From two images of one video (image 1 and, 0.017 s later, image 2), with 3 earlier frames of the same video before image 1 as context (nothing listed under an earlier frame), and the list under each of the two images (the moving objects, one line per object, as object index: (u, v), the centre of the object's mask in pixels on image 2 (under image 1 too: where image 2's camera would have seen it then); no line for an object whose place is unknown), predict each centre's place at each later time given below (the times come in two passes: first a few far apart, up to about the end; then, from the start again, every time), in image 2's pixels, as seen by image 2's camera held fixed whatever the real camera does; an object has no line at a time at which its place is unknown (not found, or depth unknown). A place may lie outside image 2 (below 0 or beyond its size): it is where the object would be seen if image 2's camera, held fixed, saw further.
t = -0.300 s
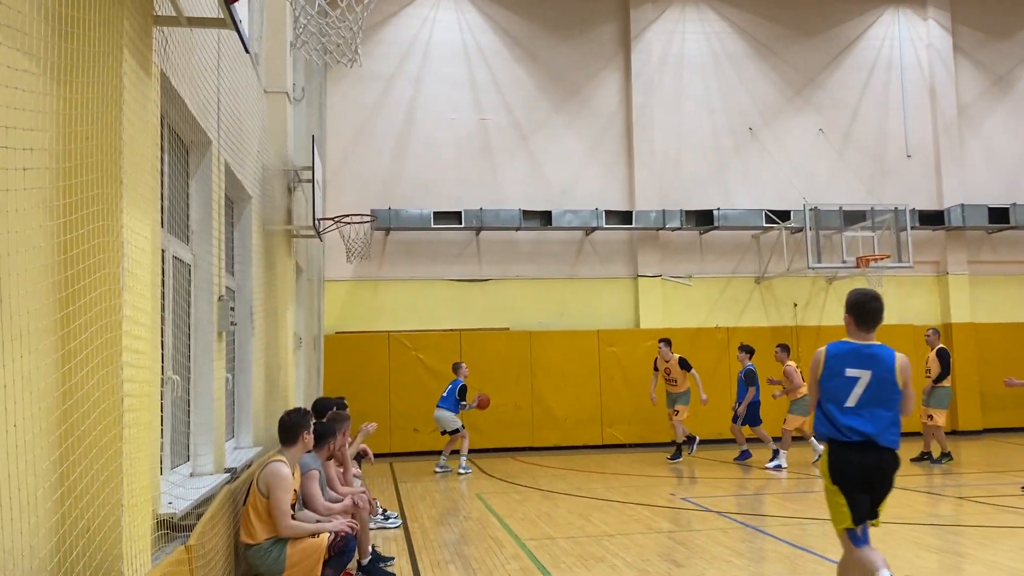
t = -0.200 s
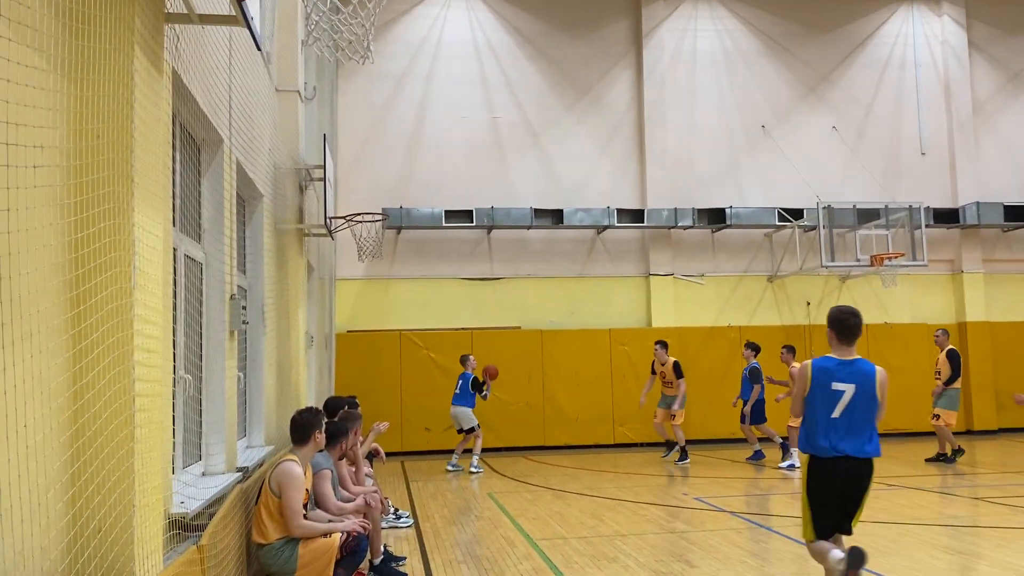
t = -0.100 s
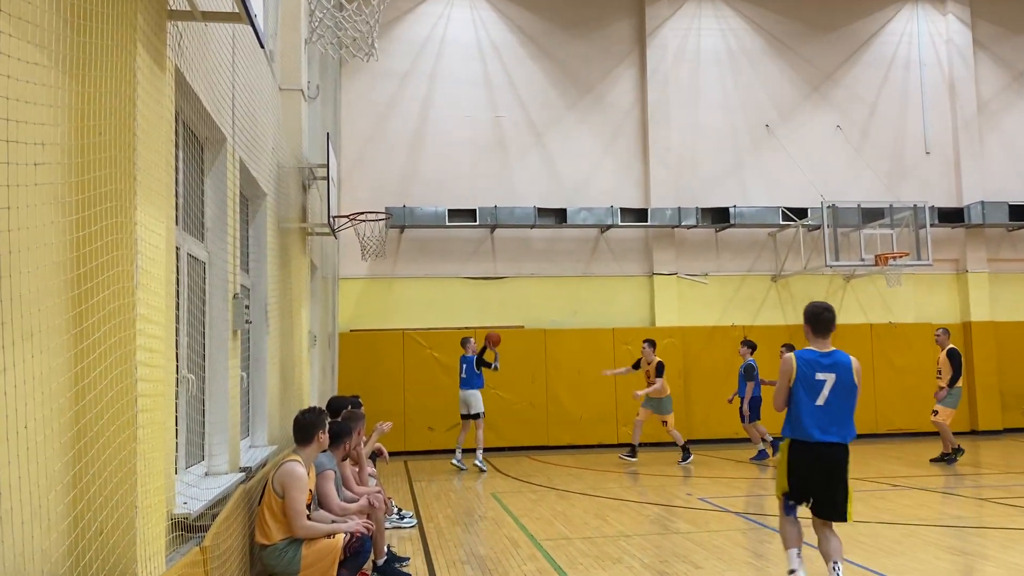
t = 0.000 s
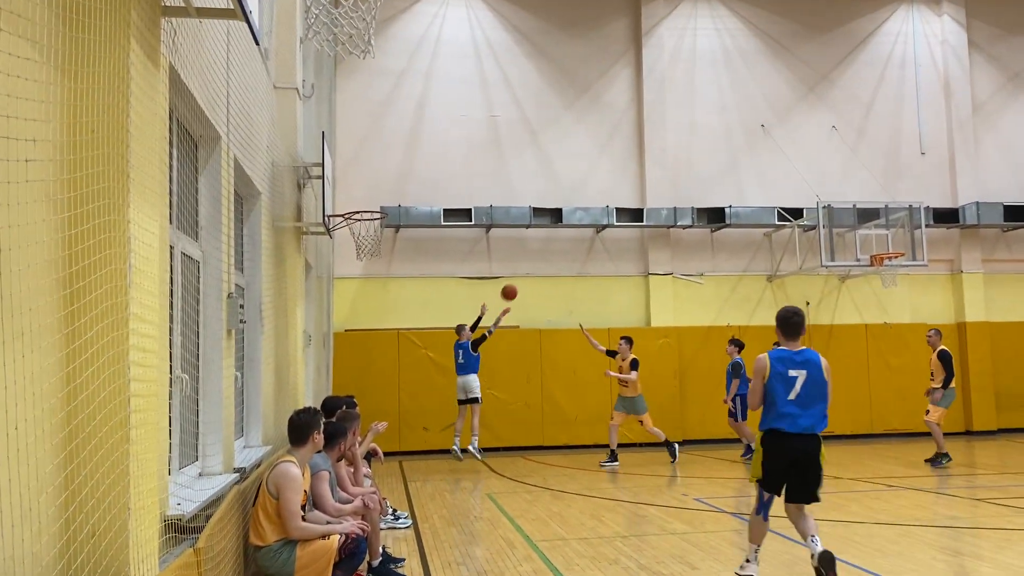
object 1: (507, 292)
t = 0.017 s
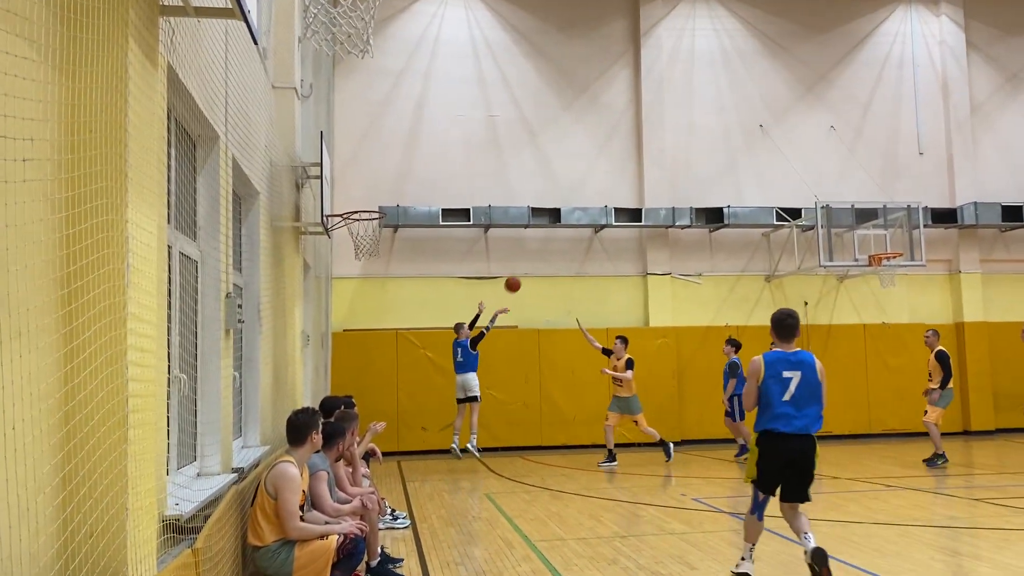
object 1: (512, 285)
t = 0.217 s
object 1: (573, 202)
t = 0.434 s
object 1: (637, 145)
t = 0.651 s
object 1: (699, 118)
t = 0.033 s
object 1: (518, 276)
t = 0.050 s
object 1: (523, 268)
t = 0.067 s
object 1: (528, 261)
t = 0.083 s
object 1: (533, 254)
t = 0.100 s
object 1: (538, 247)
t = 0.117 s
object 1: (543, 240)
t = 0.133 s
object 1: (548, 233)
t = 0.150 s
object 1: (553, 226)
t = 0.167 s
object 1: (558, 220)
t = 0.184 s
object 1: (563, 214)
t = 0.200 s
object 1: (568, 208)
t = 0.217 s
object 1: (573, 202)
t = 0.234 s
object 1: (578, 197)
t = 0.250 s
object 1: (583, 191)
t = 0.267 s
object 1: (588, 186)
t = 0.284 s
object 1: (593, 181)
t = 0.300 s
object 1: (598, 176)
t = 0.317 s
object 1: (603, 172)
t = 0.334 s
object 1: (608, 167)
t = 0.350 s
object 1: (613, 163)
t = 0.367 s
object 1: (618, 159)
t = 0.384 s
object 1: (623, 155)
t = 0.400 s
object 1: (628, 152)
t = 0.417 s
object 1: (632, 148)
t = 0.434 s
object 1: (637, 145)
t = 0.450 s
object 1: (642, 142)
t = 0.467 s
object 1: (647, 139)
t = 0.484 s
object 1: (652, 136)
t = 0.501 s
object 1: (656, 133)
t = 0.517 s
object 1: (661, 131)
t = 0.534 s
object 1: (666, 129)
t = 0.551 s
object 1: (670, 126)
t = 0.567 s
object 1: (675, 125)
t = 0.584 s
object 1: (680, 123)
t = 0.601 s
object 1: (685, 122)
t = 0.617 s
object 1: (690, 120)
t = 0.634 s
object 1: (695, 119)
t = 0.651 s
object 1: (699, 118)
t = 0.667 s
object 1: (704, 117)
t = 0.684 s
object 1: (708, 117)
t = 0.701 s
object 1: (713, 116)
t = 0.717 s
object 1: (718, 116)
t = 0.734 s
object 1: (723, 116)
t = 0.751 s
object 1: (727, 116)
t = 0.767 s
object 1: (732, 116)
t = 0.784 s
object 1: (737, 116)
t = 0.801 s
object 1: (741, 117)
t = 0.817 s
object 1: (746, 118)
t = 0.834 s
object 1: (750, 119)
